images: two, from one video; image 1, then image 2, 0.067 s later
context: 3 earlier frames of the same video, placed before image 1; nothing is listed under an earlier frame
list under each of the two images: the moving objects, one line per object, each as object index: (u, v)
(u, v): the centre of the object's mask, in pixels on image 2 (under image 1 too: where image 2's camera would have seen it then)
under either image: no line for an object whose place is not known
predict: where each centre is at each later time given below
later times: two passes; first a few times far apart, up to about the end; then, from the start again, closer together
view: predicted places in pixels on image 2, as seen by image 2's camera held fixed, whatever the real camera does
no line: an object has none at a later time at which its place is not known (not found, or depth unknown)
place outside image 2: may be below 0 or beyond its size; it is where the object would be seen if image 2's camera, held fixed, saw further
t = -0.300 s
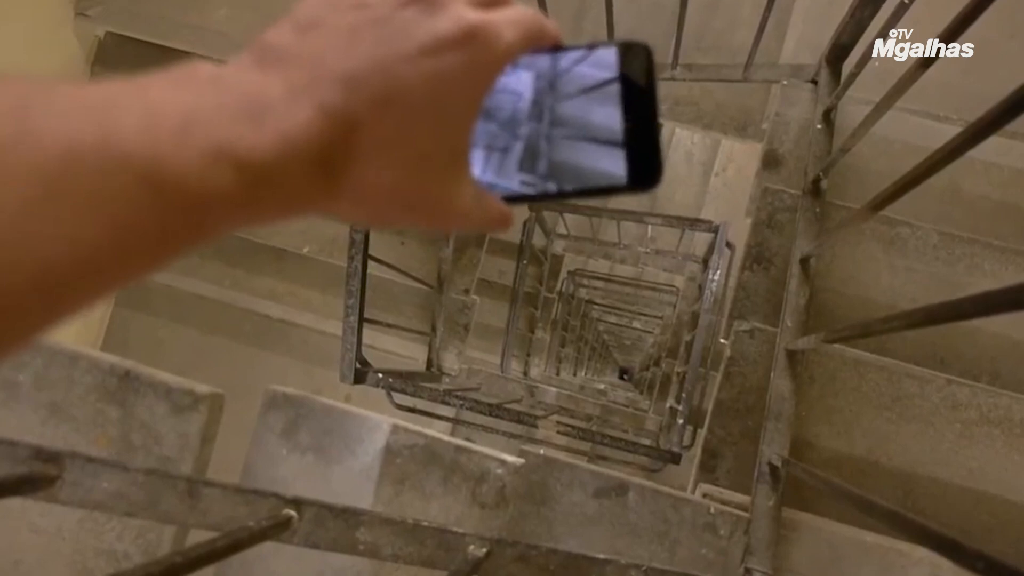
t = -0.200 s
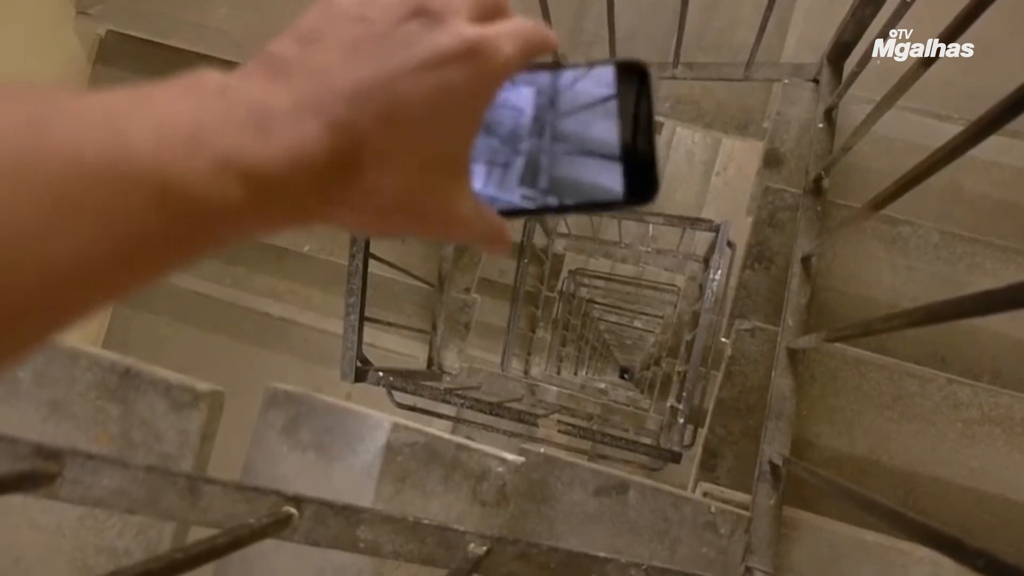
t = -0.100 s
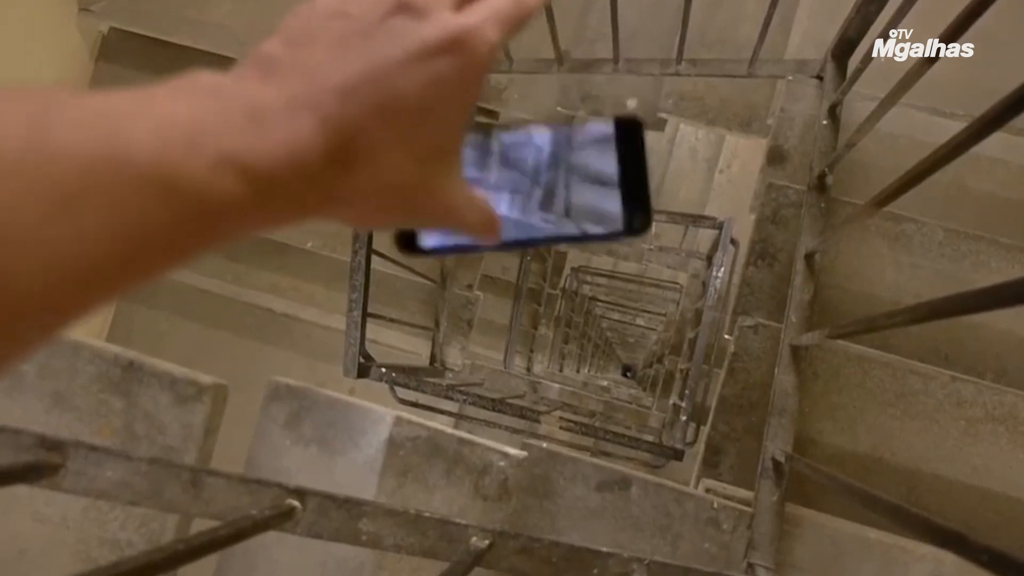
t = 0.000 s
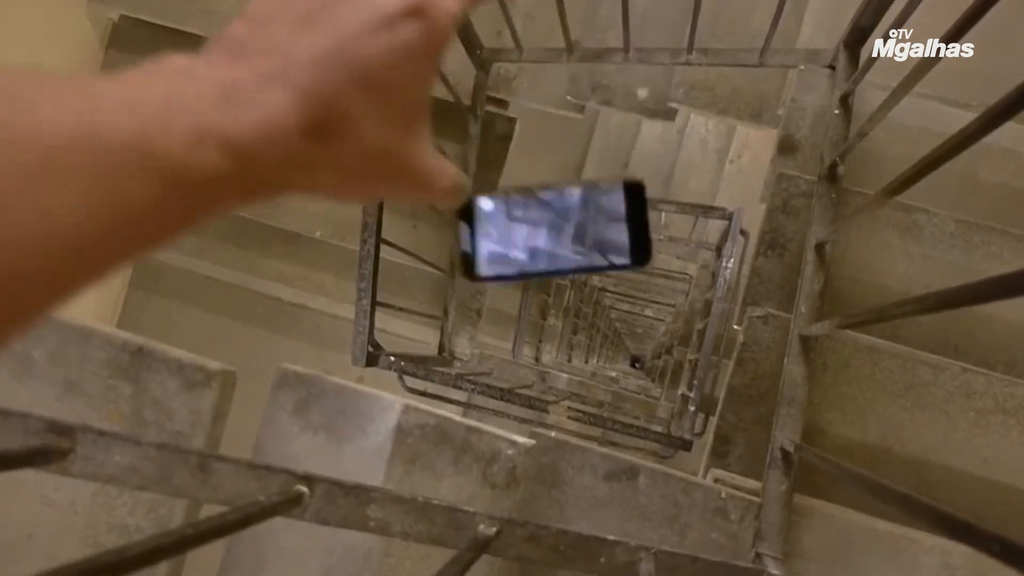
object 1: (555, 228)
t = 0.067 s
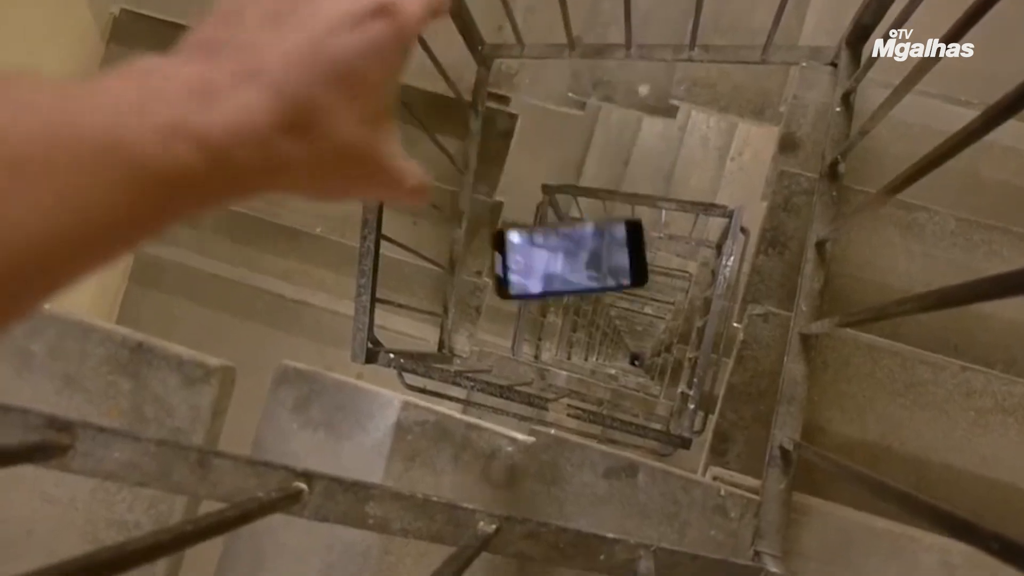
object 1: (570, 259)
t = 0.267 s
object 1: (600, 312)
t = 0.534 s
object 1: (618, 336)
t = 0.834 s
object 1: (629, 350)
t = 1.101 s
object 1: (634, 358)
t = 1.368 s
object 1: (636, 361)
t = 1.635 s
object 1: (636, 361)
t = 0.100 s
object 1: (576, 271)
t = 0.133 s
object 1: (582, 282)
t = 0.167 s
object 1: (588, 292)
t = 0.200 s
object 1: (593, 300)
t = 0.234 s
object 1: (596, 306)
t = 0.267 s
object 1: (600, 312)
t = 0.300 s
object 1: (604, 317)
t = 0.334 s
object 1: (606, 320)
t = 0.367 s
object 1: (609, 325)
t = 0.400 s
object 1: (611, 327)
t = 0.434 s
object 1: (613, 330)
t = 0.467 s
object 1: (615, 332)
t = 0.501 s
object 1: (617, 334)
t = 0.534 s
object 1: (618, 336)
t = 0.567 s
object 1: (620, 338)
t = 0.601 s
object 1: (621, 339)
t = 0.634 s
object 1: (623, 341)
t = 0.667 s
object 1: (624, 342)
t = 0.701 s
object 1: (625, 344)
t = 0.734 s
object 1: (626, 345)
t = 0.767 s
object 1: (627, 347)
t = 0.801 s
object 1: (628, 348)
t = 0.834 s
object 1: (629, 350)
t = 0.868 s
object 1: (630, 351)
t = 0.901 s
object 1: (631, 353)
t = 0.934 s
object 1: (631, 354)
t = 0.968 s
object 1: (632, 355)
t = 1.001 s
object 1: (633, 357)
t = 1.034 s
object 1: (633, 357)
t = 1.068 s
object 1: (634, 358)
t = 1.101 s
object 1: (634, 358)
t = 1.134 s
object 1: (635, 359)
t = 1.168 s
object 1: (635, 359)
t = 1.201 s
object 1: (636, 360)
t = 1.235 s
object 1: (636, 360)
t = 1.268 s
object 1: (636, 360)
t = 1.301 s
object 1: (636, 360)
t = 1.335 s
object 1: (636, 360)
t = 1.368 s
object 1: (636, 361)
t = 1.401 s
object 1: (636, 360)
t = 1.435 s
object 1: (636, 360)
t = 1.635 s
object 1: (636, 361)
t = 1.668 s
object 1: (636, 361)
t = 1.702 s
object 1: (636, 362)
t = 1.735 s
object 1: (636, 361)
